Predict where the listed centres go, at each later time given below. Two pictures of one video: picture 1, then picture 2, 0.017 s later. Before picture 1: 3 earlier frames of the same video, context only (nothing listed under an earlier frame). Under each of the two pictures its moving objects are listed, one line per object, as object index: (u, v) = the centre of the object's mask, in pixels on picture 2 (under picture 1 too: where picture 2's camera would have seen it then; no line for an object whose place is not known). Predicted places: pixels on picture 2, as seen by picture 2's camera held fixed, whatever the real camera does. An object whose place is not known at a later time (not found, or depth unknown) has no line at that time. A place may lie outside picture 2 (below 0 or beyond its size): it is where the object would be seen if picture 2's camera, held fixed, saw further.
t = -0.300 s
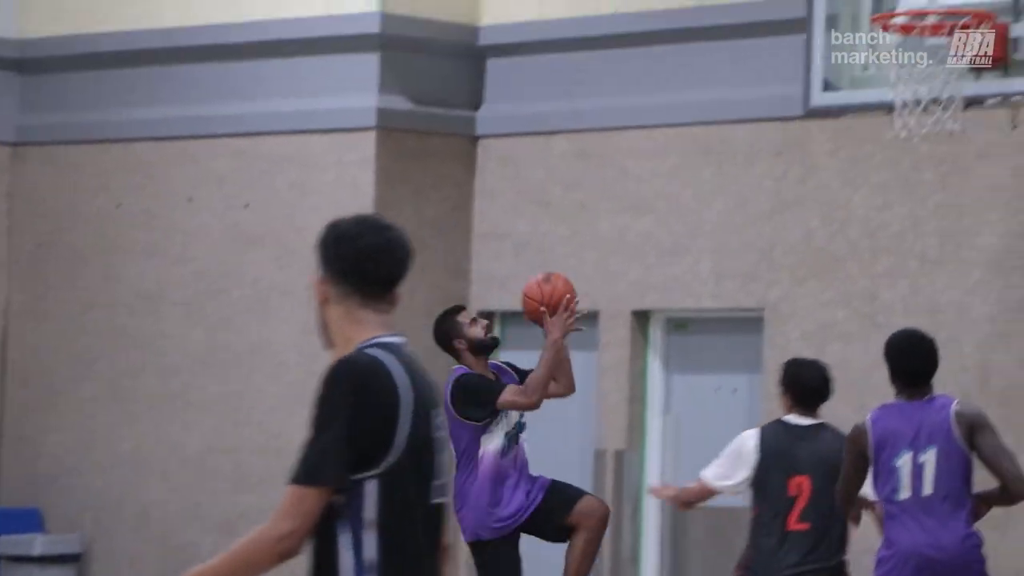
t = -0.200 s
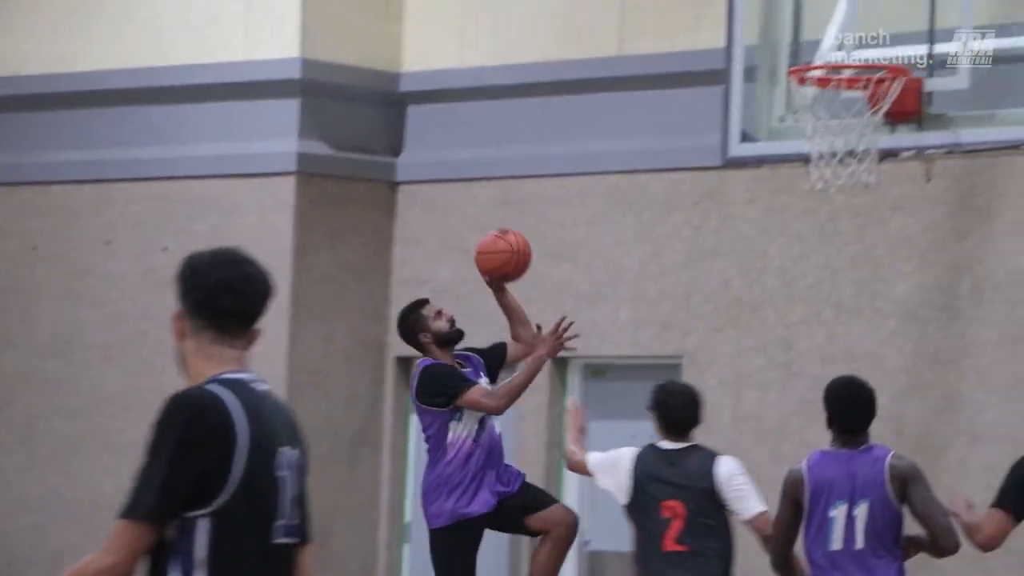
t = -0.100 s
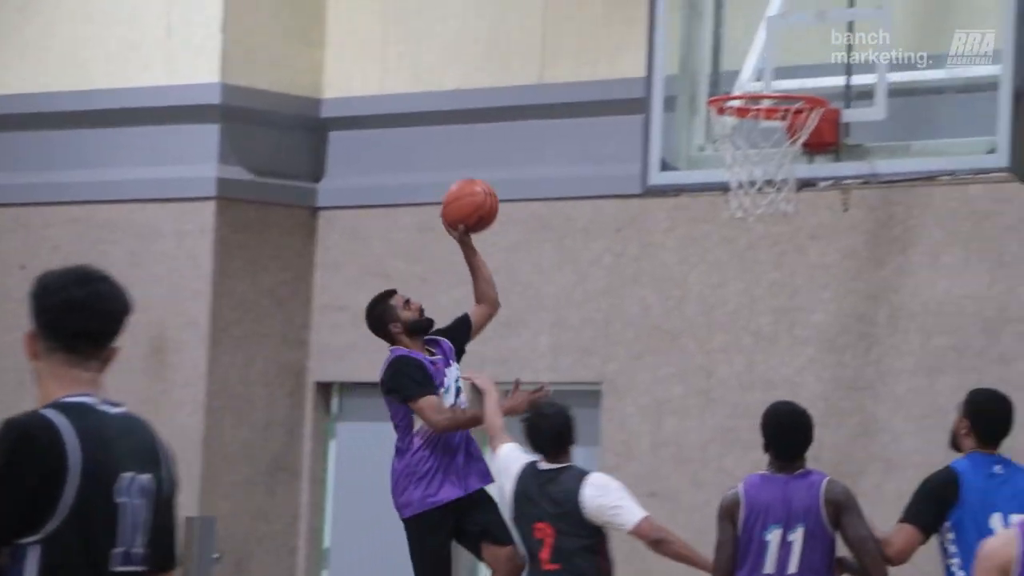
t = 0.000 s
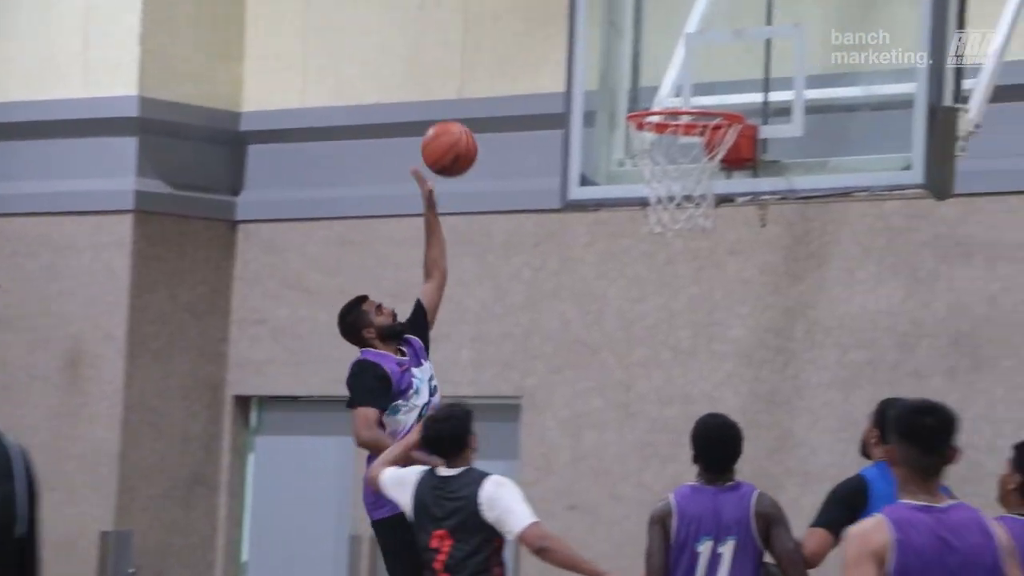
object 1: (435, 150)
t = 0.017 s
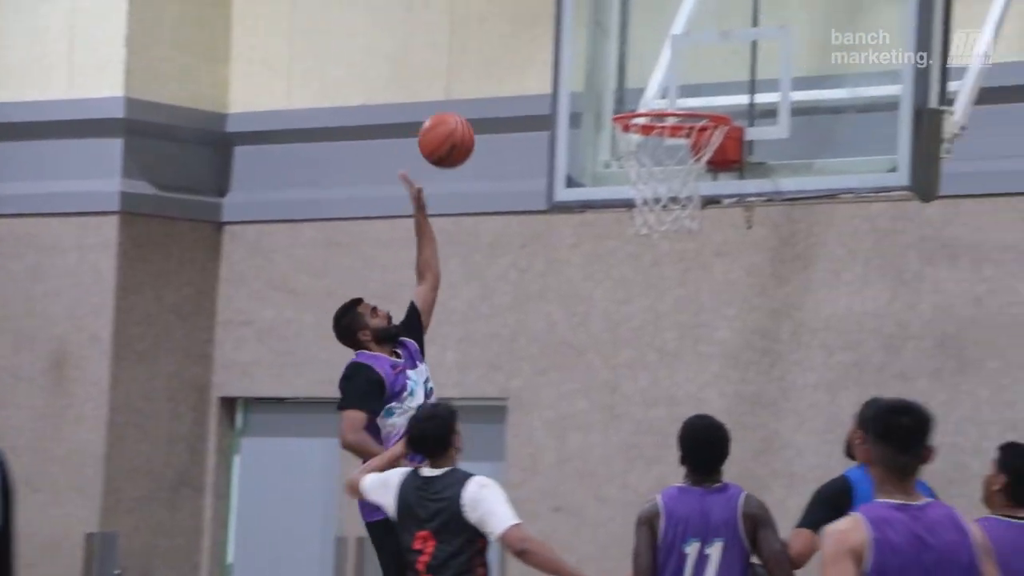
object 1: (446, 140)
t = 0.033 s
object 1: (457, 130)
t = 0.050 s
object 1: (468, 121)
